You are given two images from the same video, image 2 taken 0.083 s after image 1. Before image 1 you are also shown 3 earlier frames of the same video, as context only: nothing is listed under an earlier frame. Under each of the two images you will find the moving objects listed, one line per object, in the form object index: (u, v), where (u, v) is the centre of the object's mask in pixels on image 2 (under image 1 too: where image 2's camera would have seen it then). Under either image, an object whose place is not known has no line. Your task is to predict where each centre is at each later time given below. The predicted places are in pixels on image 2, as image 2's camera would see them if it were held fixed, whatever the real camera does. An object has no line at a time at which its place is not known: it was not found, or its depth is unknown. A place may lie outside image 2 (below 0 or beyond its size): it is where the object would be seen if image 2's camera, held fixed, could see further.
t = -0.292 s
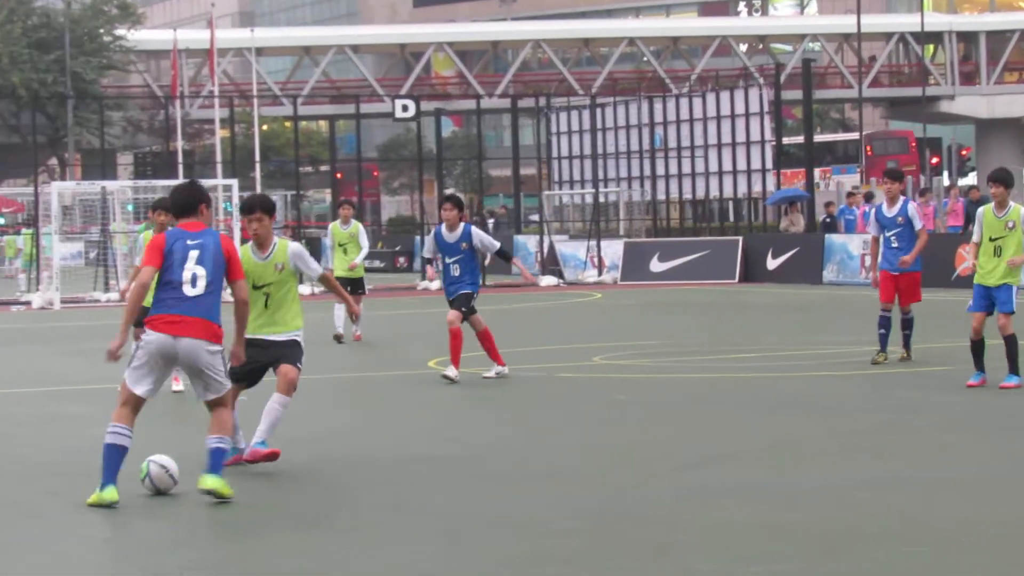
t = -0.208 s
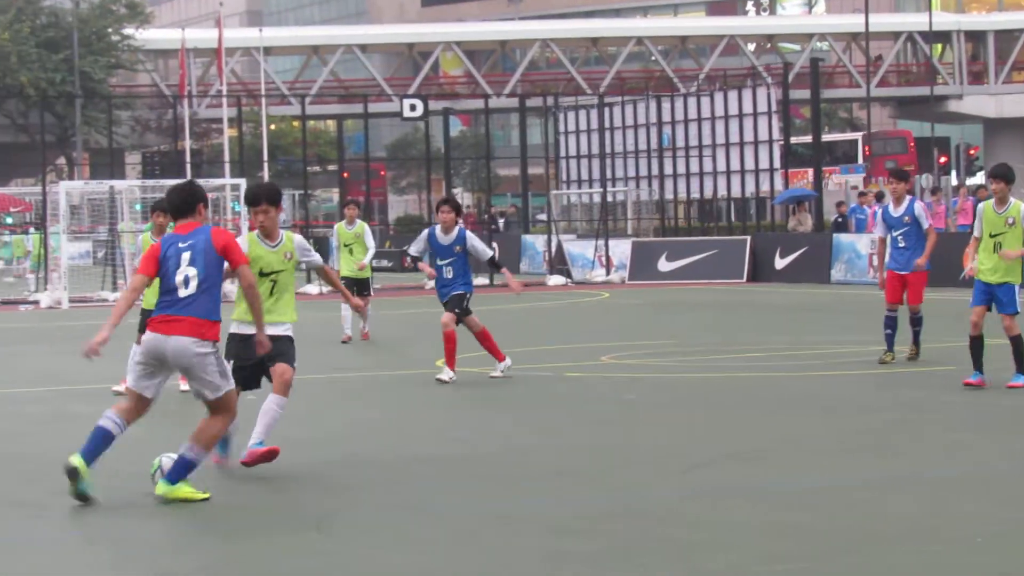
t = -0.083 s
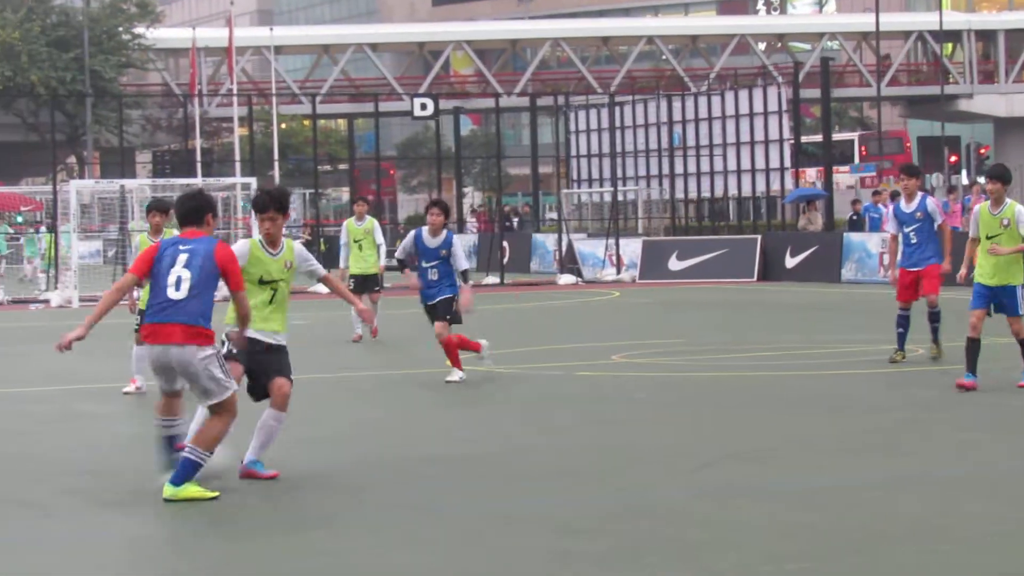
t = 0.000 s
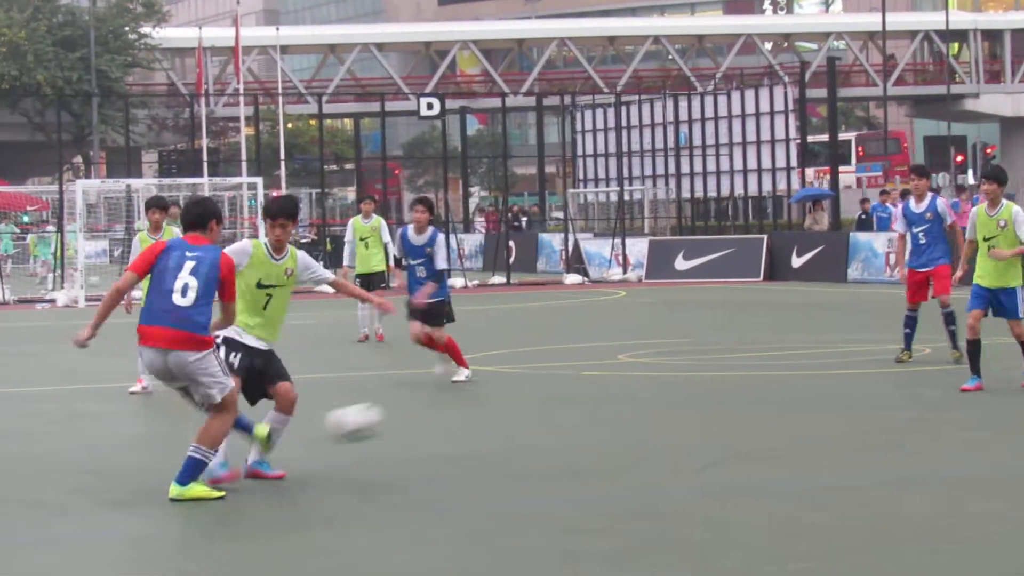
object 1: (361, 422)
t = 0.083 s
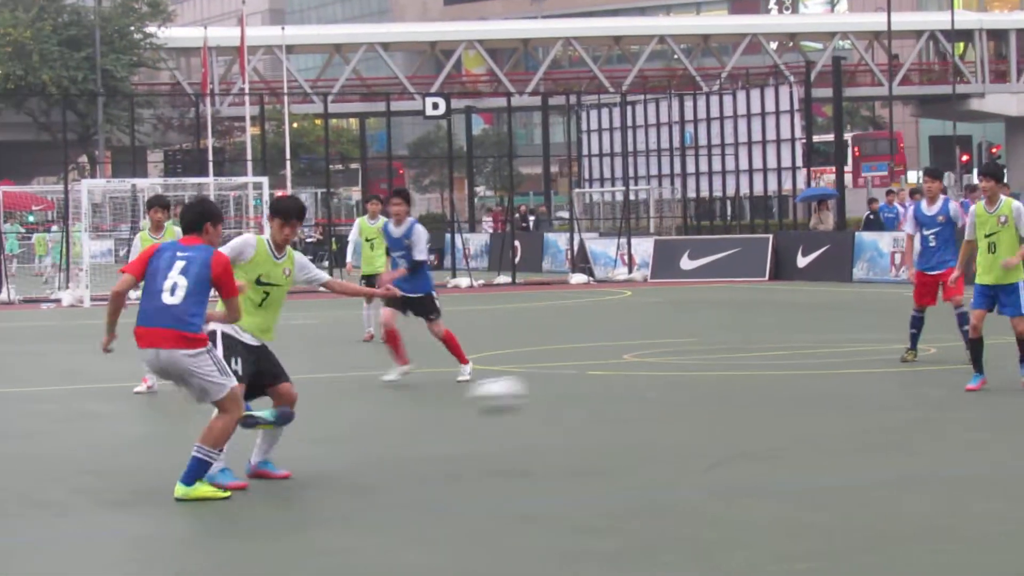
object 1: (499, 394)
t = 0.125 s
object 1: (563, 385)
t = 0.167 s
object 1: (628, 379)
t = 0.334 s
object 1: (867, 386)
